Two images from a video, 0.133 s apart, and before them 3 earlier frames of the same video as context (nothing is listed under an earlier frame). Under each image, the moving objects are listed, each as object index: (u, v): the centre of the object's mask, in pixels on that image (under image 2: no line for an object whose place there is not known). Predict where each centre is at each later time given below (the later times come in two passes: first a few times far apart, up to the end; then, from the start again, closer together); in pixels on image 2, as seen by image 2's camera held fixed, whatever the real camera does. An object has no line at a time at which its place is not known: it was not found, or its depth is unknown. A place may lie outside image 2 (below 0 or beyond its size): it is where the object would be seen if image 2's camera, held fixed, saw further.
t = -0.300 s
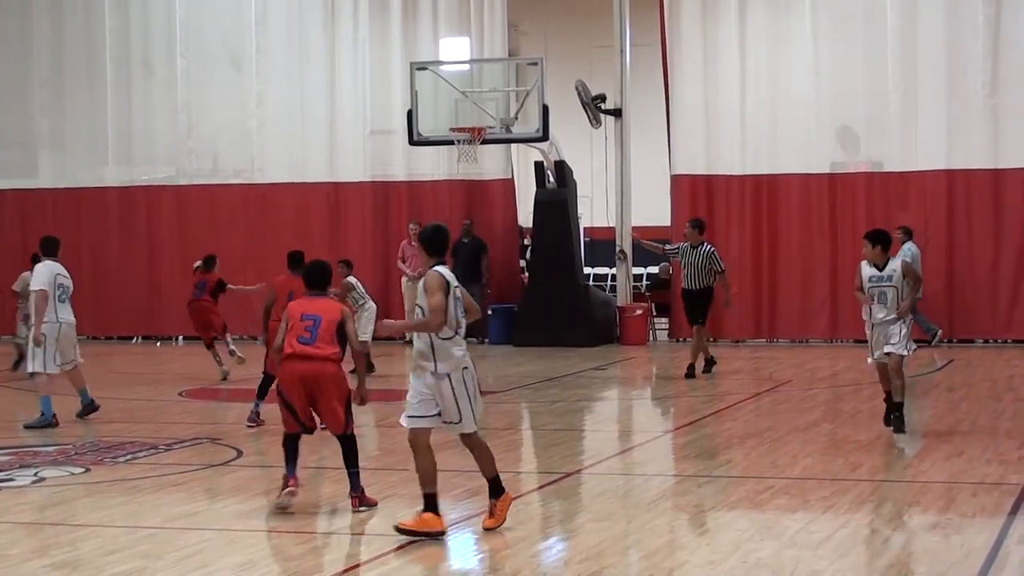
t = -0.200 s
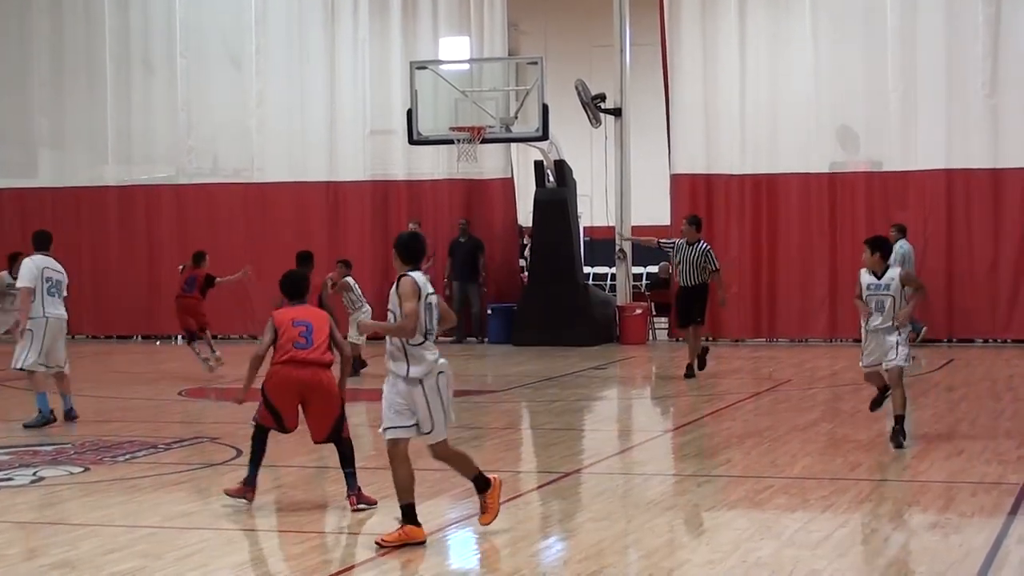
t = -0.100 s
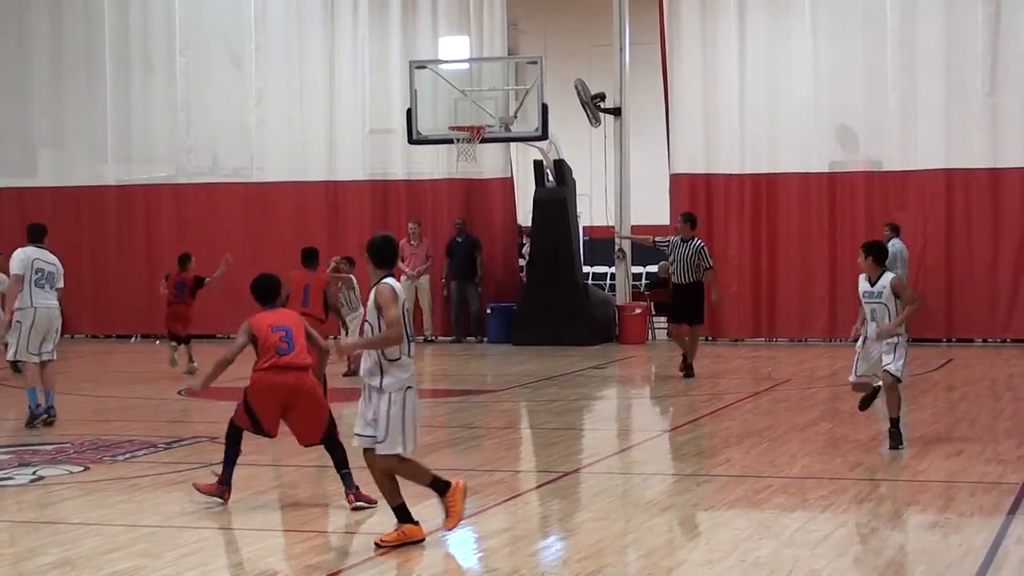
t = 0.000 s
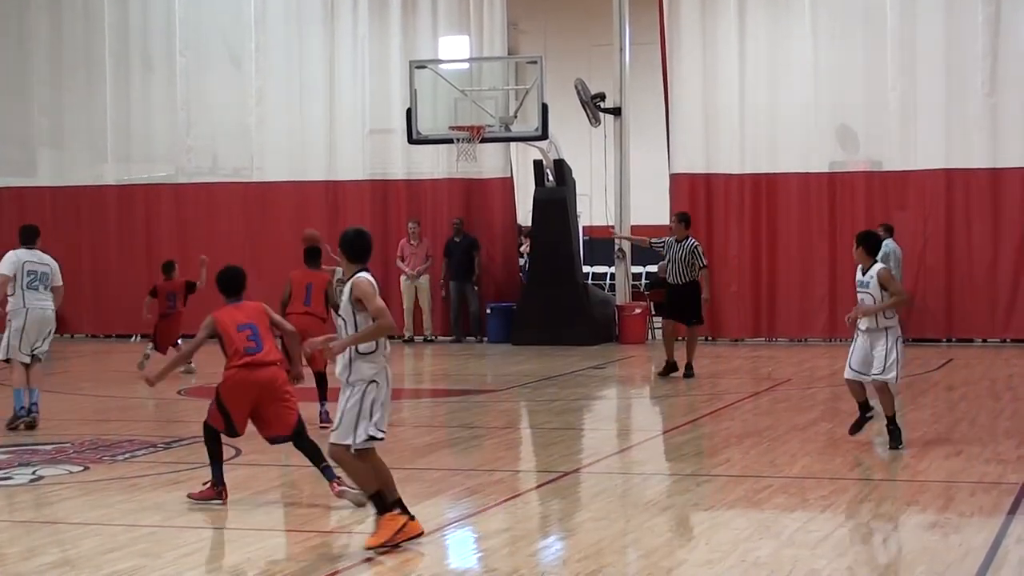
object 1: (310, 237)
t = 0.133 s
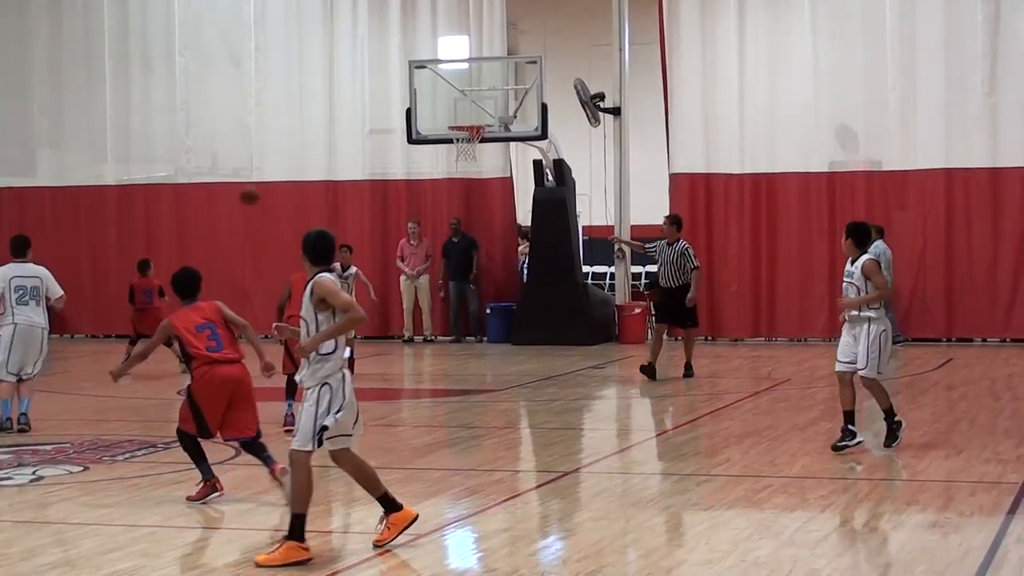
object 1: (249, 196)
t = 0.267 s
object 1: (181, 164)
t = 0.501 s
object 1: (43, 139)
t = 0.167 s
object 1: (233, 186)
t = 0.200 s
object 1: (216, 178)
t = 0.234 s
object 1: (199, 171)
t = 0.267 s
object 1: (181, 164)
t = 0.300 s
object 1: (163, 157)
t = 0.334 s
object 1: (144, 152)
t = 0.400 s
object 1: (105, 144)
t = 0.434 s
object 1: (85, 141)
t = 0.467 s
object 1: (64, 140)
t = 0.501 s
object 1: (43, 139)
